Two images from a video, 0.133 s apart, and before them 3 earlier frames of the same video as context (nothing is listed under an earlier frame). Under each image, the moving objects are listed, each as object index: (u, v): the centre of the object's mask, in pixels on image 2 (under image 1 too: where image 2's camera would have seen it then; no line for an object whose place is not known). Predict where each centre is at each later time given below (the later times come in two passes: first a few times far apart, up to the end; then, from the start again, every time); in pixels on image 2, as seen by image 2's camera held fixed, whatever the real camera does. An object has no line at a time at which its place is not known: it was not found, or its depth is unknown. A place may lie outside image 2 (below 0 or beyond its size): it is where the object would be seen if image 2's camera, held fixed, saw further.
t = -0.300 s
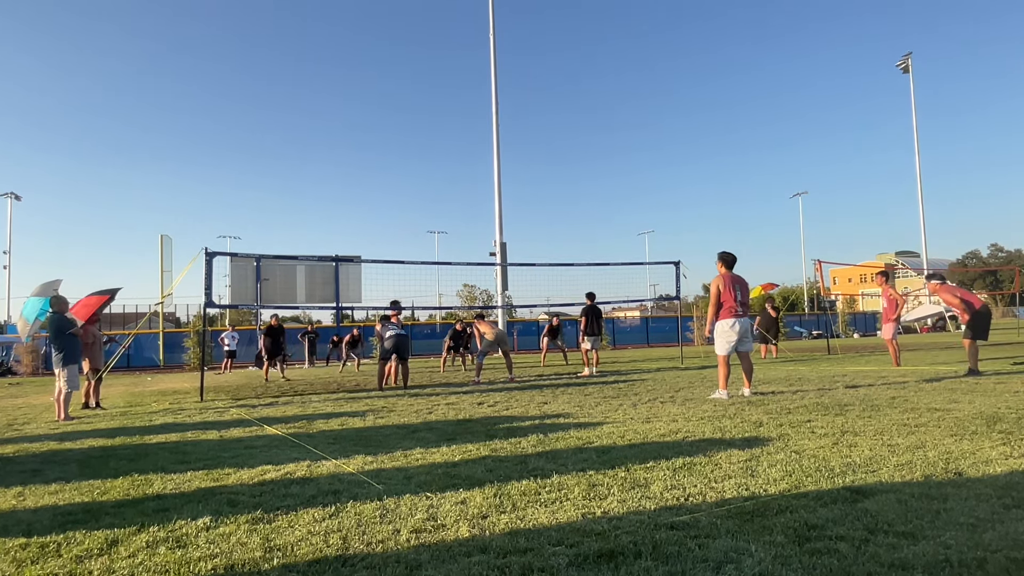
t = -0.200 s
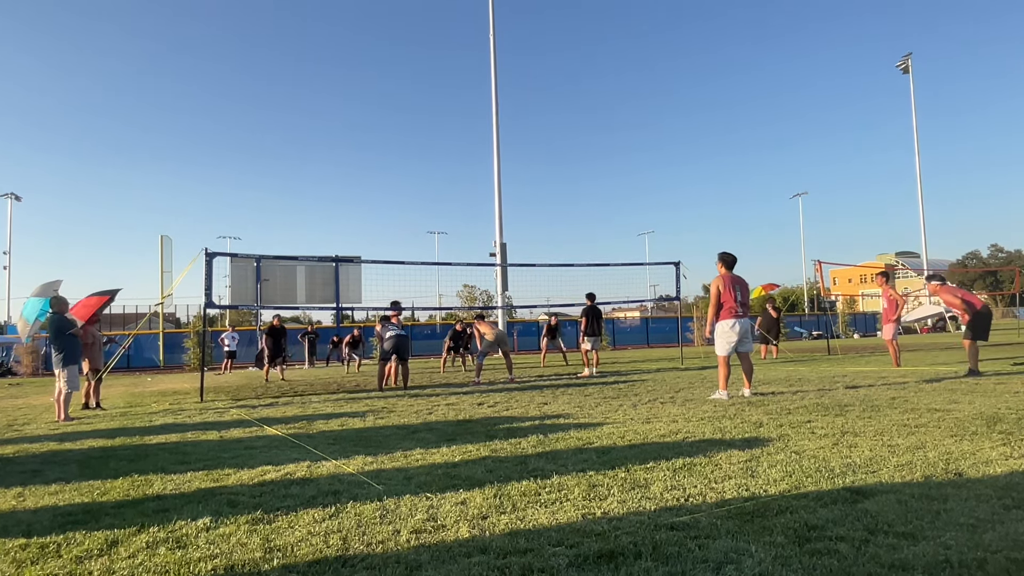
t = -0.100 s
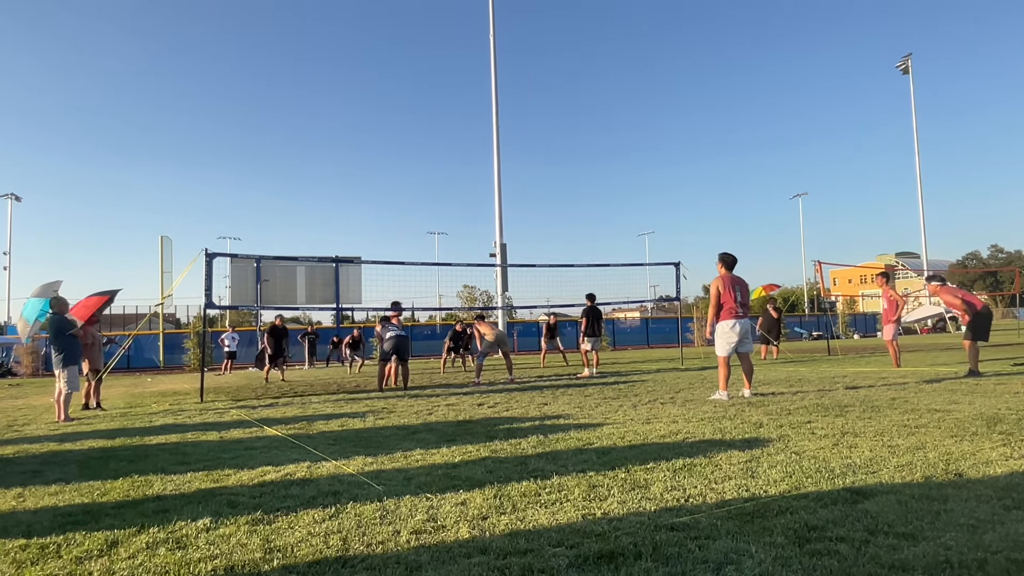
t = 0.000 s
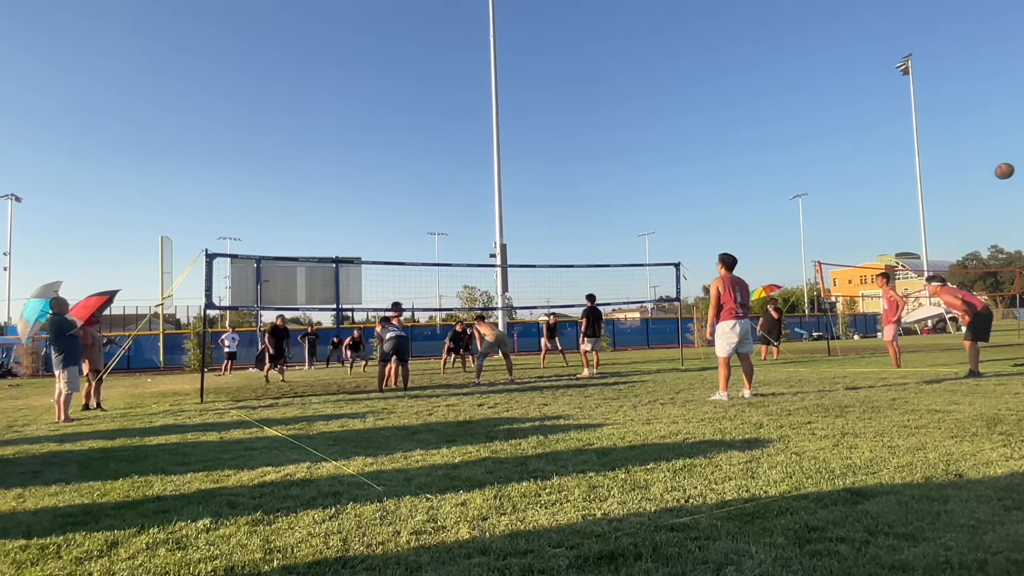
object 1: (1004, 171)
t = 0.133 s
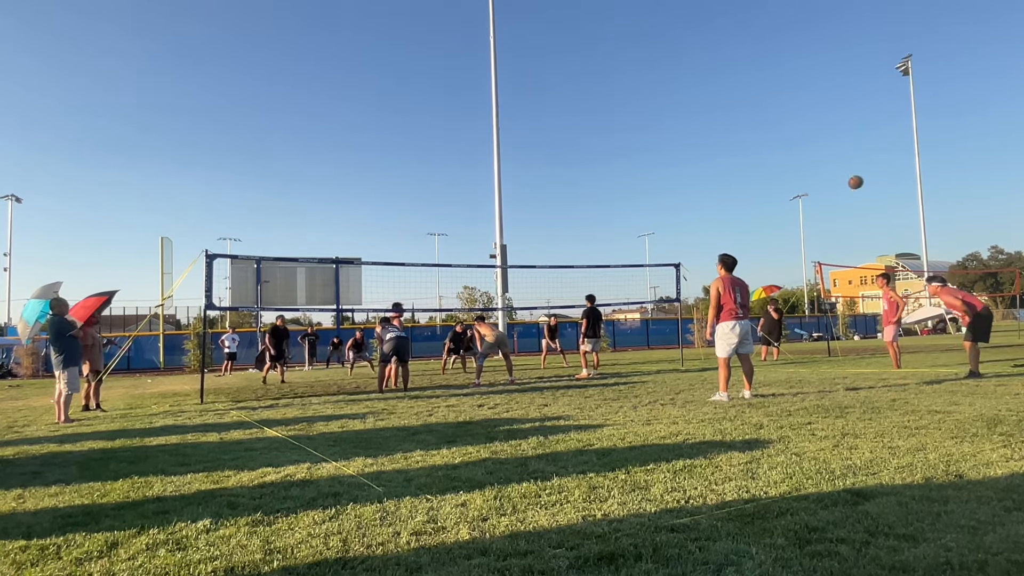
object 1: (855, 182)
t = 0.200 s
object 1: (799, 192)
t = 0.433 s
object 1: (661, 230)
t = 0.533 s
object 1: (622, 249)
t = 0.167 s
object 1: (826, 187)
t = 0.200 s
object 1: (799, 192)
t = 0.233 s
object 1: (774, 196)
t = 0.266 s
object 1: (752, 202)
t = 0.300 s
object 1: (731, 207)
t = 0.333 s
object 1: (711, 213)
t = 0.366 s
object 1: (694, 219)
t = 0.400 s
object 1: (677, 225)
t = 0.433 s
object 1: (661, 230)
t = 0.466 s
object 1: (647, 236)
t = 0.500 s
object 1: (634, 243)
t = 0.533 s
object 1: (622, 249)
